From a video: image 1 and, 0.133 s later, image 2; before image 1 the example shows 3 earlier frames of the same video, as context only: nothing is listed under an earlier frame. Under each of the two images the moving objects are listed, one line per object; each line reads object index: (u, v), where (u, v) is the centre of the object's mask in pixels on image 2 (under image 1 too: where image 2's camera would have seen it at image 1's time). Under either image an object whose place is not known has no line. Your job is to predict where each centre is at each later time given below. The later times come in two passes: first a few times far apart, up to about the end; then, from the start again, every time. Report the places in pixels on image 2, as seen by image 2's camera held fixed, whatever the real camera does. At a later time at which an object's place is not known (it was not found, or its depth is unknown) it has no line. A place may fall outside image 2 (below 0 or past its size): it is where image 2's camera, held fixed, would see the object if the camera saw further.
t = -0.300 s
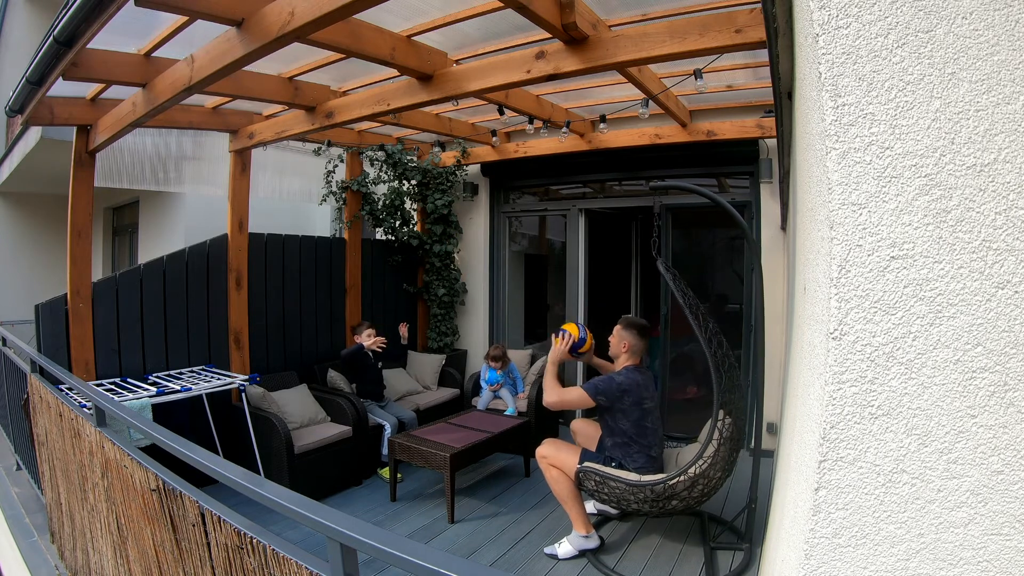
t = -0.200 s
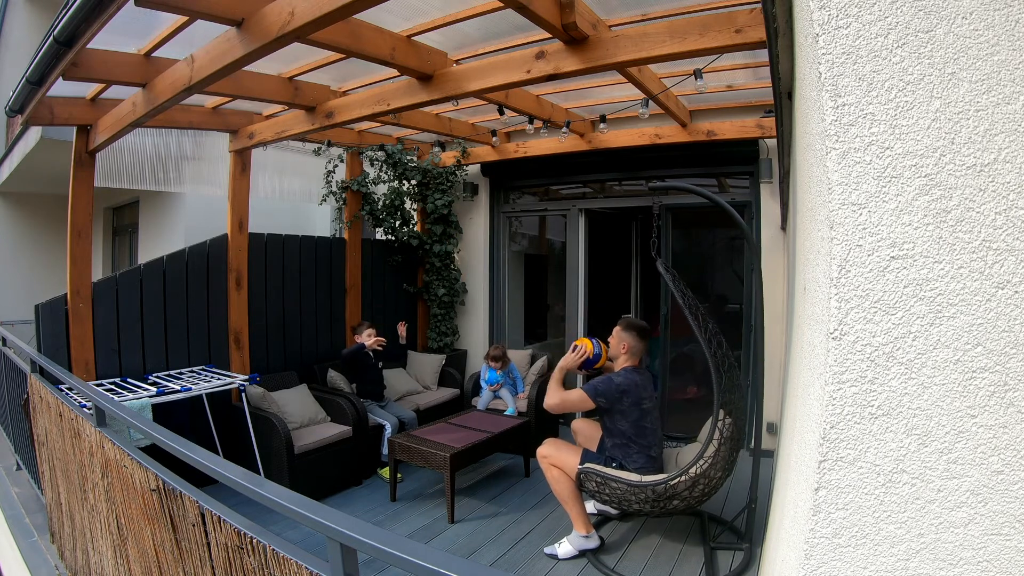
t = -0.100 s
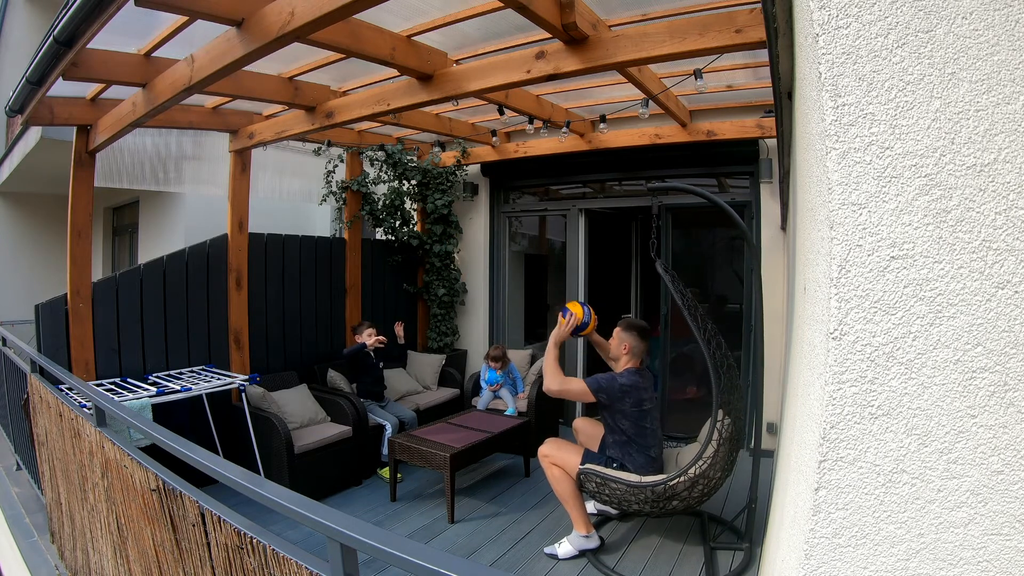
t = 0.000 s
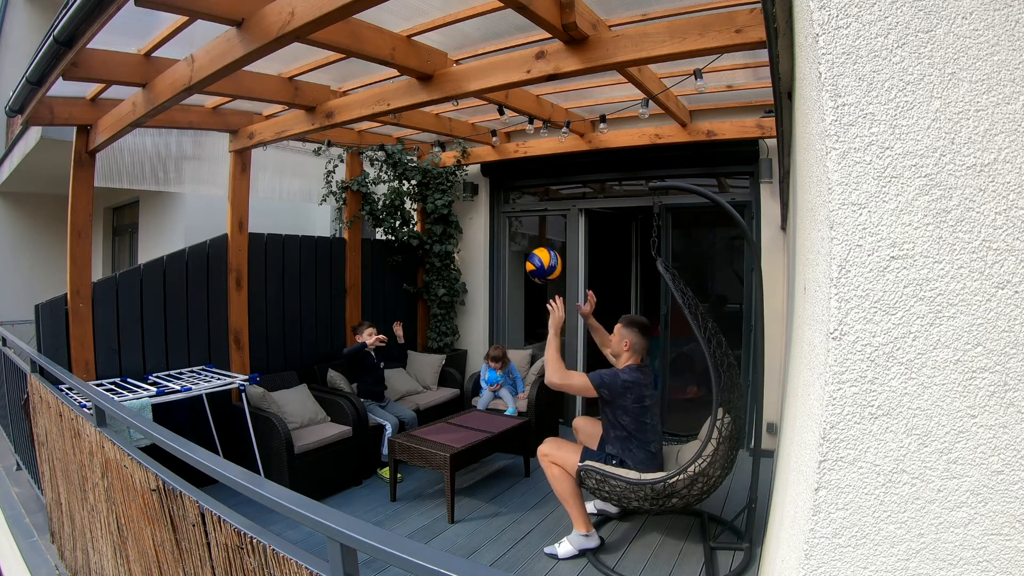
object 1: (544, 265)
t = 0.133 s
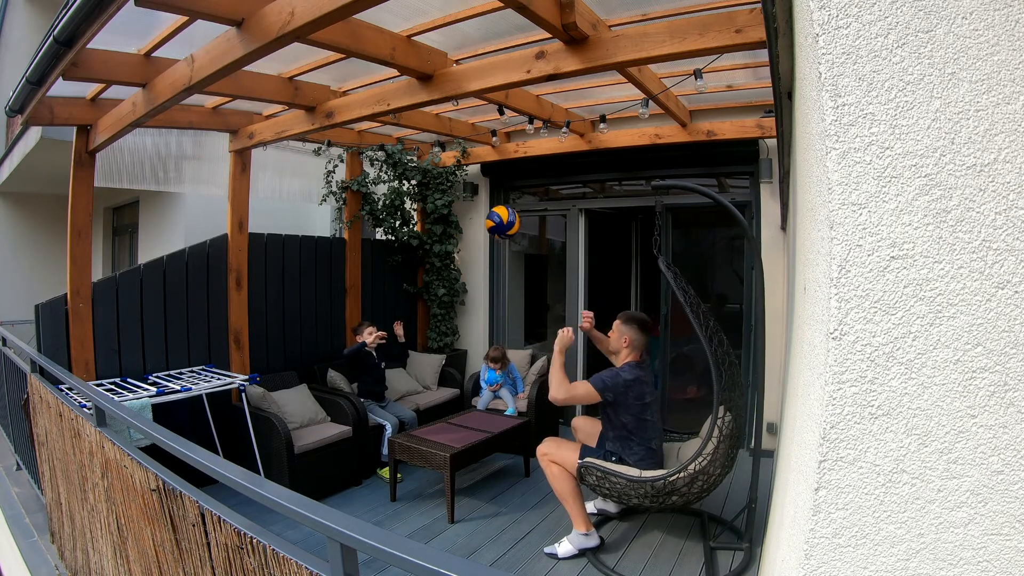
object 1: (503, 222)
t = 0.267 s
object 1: (465, 211)
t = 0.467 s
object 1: (414, 245)
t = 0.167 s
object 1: (493, 217)
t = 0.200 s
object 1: (483, 213)
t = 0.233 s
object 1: (473, 211)
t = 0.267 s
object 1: (465, 211)
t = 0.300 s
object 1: (456, 213)
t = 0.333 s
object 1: (447, 216)
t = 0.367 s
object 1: (438, 221)
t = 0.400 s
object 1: (430, 227)
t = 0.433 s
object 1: (422, 236)
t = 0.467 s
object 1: (414, 245)
